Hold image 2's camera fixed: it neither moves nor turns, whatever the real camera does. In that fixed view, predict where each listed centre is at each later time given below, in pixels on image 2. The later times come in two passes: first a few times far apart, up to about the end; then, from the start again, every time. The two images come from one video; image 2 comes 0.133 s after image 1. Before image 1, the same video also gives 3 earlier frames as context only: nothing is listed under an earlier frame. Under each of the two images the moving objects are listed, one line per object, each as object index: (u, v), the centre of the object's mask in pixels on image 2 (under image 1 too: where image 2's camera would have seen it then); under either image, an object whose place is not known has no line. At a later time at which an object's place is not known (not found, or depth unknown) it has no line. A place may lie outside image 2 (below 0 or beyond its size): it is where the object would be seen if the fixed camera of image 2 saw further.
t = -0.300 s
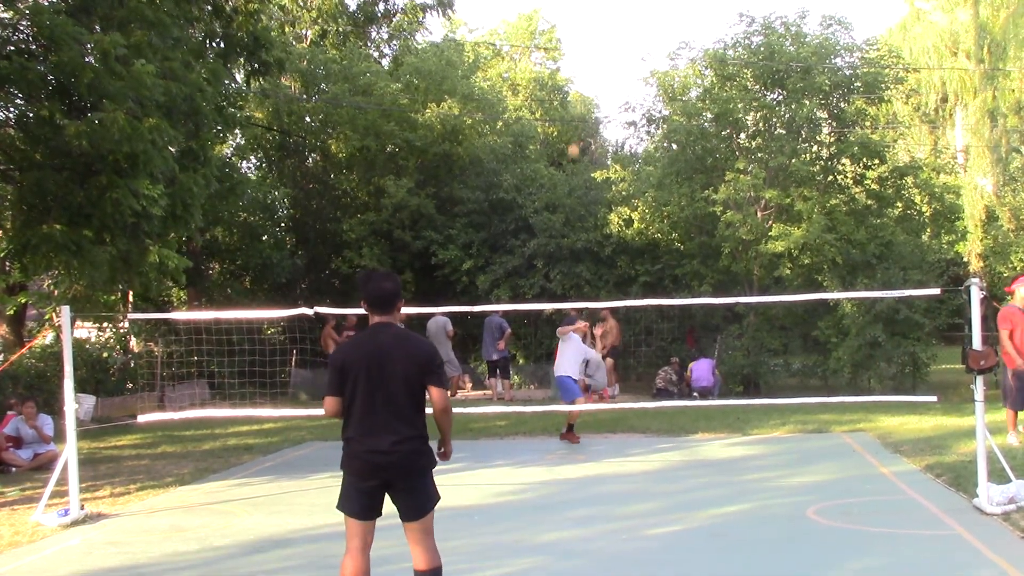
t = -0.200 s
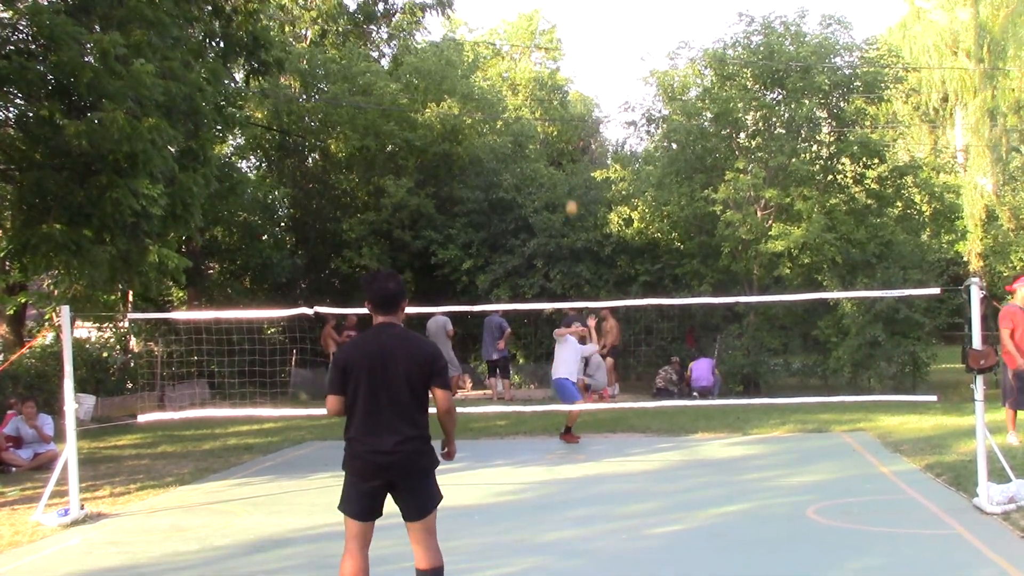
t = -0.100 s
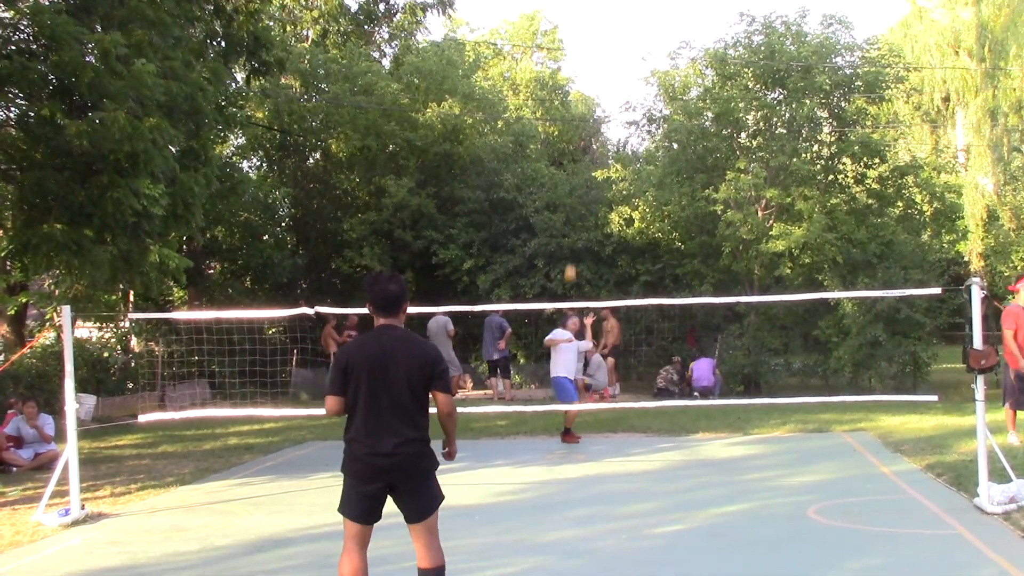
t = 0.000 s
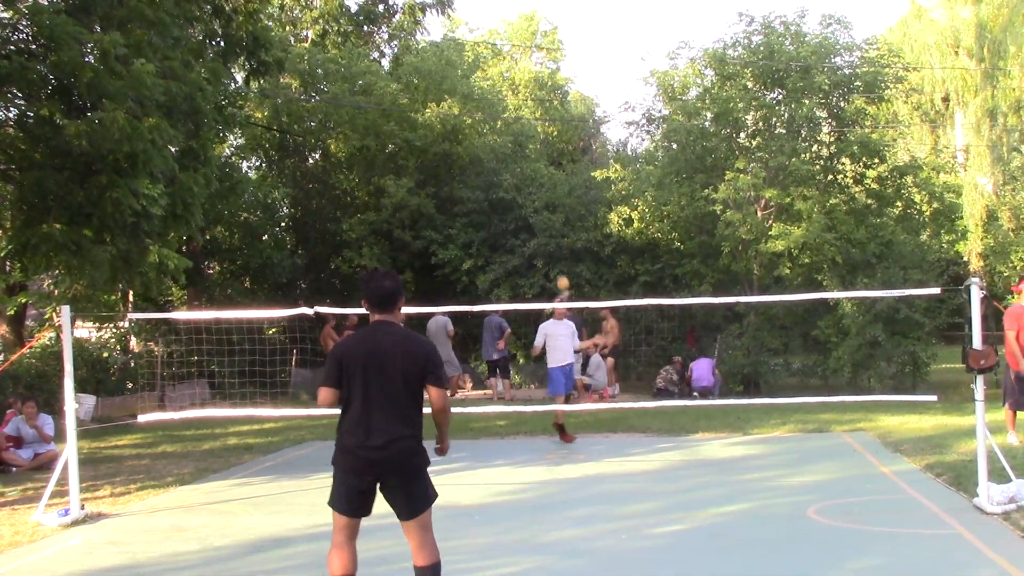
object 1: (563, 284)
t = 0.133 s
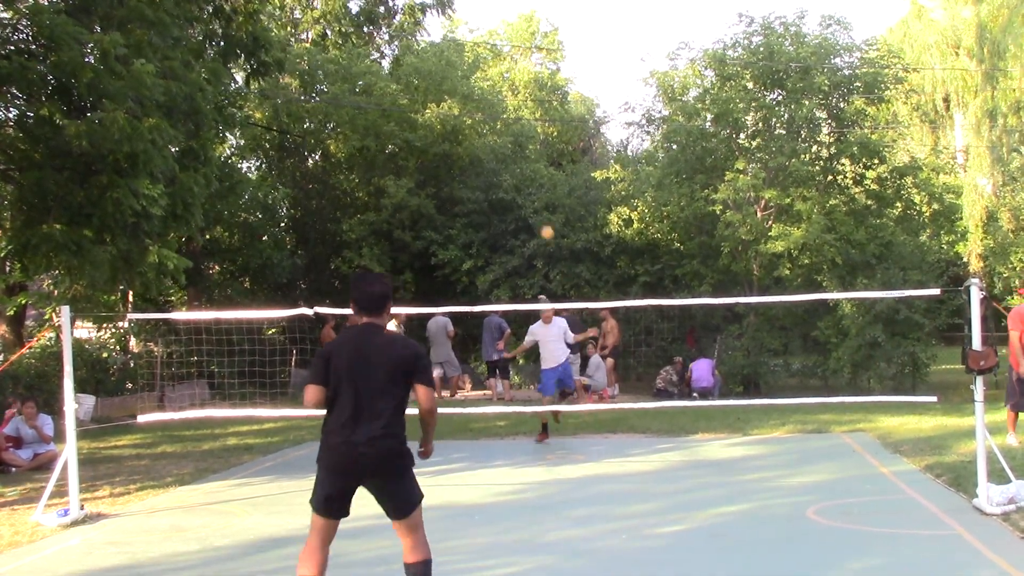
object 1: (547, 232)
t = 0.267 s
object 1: (529, 194)
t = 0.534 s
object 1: (487, 161)
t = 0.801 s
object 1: (428, 225)
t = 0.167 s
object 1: (543, 222)
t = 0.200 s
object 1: (538, 212)
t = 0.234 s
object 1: (534, 202)
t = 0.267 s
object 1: (529, 194)
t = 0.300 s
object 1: (525, 186)
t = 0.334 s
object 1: (520, 179)
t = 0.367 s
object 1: (515, 173)
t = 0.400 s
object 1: (509, 168)
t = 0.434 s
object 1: (504, 165)
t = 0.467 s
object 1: (498, 162)
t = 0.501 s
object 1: (493, 161)
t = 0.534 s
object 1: (487, 161)
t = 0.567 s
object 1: (481, 163)
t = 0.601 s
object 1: (474, 166)
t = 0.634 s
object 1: (468, 171)
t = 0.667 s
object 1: (461, 178)
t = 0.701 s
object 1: (453, 186)
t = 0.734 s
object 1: (446, 197)
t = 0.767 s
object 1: (437, 210)
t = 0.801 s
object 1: (428, 225)
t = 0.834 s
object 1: (419, 243)
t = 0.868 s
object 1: (410, 264)
